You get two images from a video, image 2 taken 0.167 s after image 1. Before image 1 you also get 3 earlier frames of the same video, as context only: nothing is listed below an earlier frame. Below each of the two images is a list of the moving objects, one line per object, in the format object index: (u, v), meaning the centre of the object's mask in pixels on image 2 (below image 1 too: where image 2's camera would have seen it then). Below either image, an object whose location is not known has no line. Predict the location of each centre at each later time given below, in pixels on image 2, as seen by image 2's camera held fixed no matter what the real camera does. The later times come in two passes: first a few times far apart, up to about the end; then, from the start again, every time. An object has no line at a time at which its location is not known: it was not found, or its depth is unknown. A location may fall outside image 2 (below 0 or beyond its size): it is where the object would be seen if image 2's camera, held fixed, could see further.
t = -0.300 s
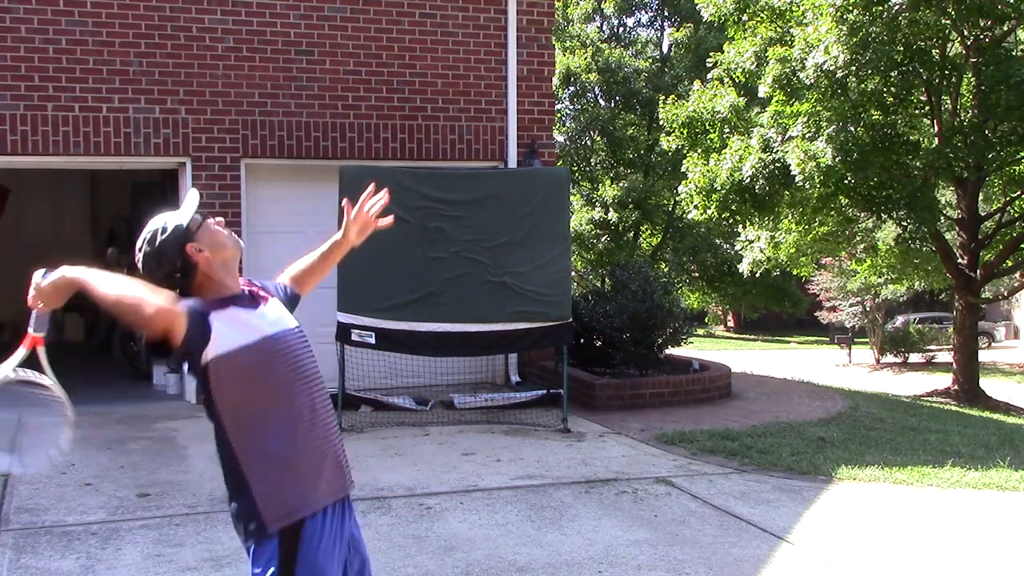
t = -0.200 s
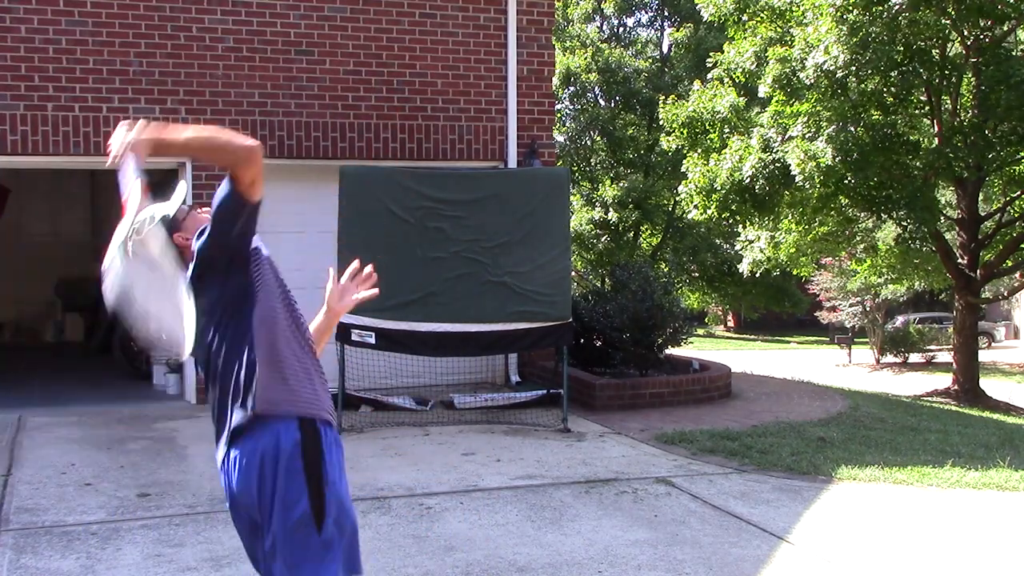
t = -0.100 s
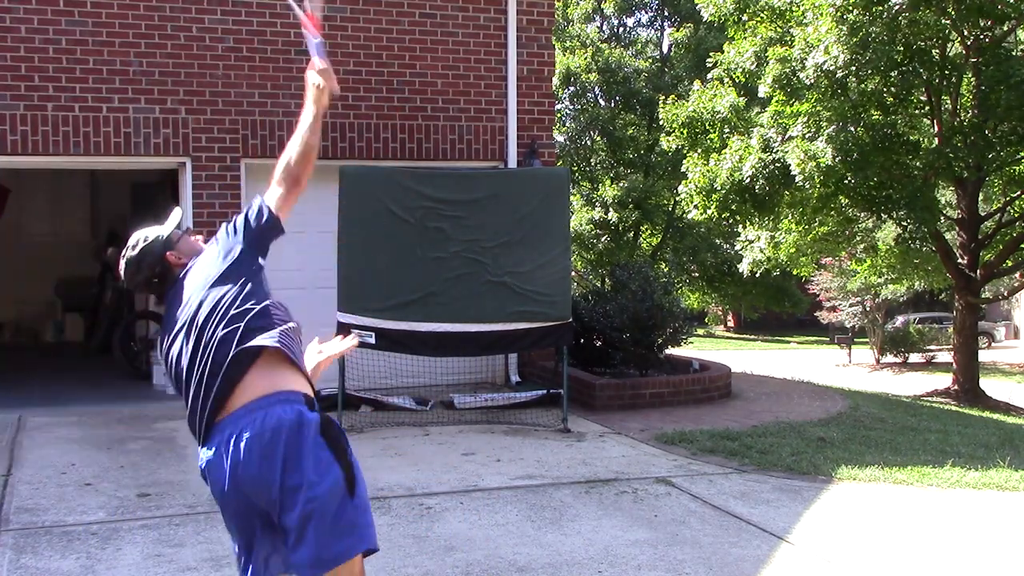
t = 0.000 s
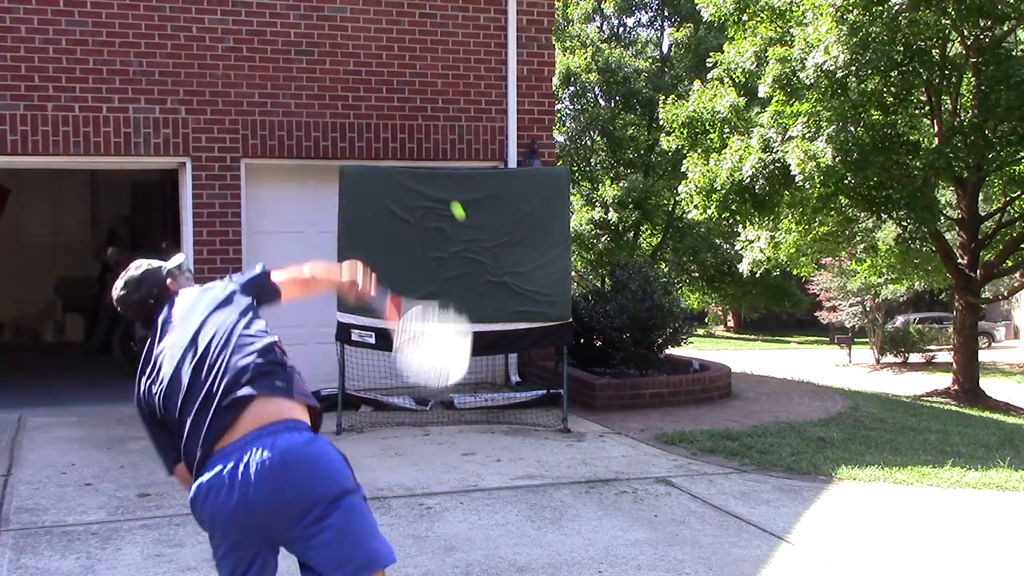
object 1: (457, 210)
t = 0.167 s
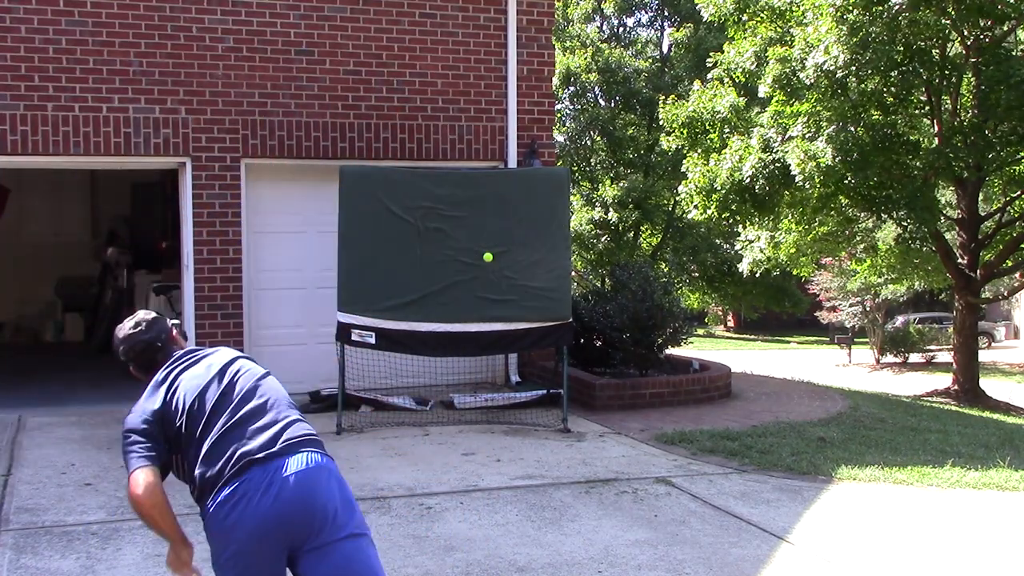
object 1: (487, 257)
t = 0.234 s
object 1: (484, 252)
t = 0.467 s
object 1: (469, 289)
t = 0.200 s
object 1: (486, 254)
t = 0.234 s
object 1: (484, 252)
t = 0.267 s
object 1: (482, 251)
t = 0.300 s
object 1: (480, 252)
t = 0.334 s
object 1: (478, 255)
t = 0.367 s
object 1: (476, 260)
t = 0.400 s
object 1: (474, 267)
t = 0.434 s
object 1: (471, 277)
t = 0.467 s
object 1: (469, 289)
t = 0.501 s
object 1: (466, 304)
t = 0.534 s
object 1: (464, 321)
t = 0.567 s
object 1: (460, 344)
